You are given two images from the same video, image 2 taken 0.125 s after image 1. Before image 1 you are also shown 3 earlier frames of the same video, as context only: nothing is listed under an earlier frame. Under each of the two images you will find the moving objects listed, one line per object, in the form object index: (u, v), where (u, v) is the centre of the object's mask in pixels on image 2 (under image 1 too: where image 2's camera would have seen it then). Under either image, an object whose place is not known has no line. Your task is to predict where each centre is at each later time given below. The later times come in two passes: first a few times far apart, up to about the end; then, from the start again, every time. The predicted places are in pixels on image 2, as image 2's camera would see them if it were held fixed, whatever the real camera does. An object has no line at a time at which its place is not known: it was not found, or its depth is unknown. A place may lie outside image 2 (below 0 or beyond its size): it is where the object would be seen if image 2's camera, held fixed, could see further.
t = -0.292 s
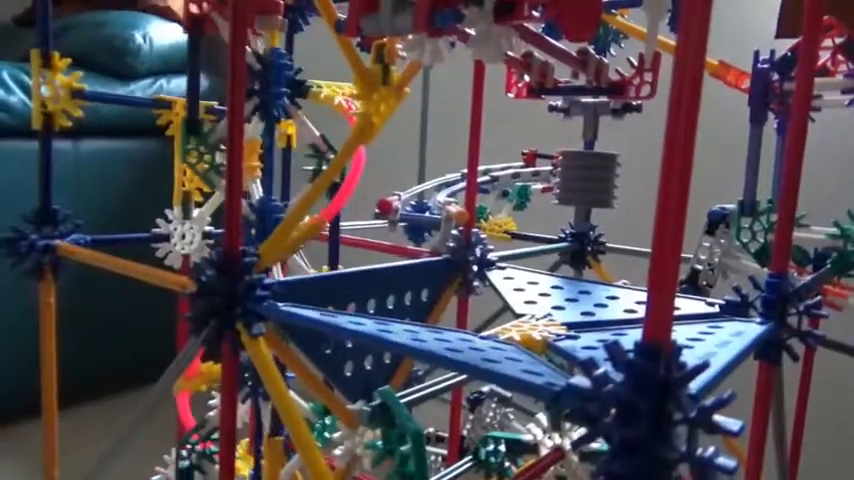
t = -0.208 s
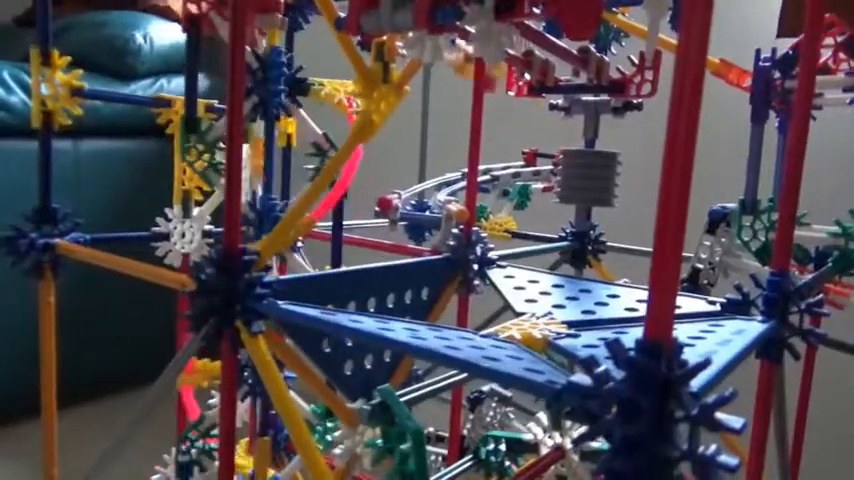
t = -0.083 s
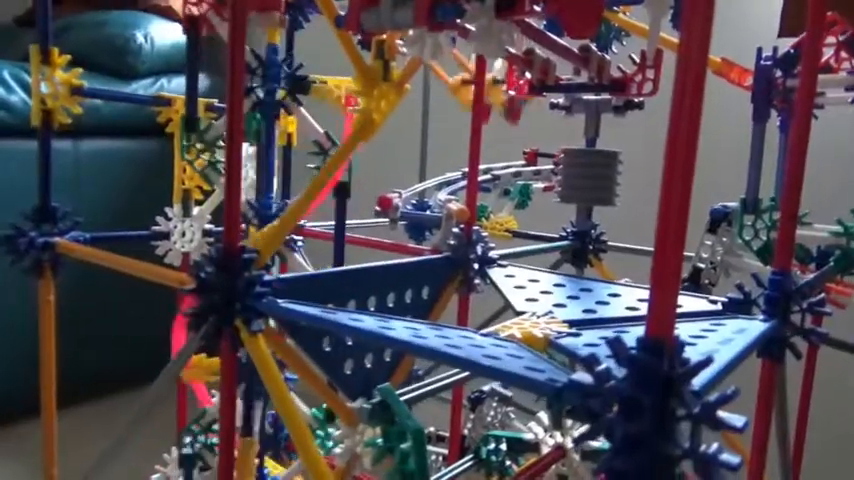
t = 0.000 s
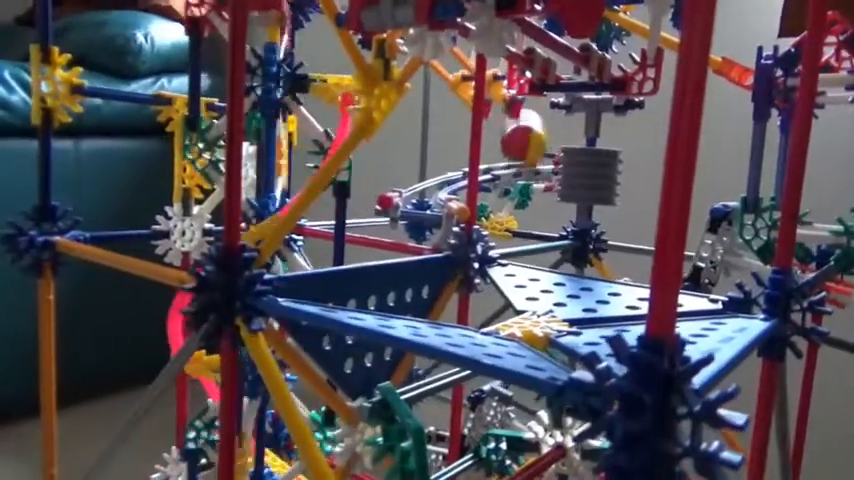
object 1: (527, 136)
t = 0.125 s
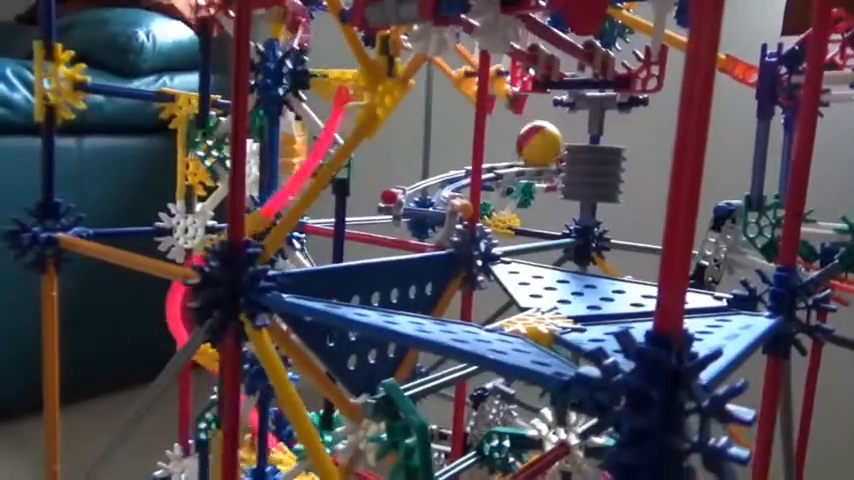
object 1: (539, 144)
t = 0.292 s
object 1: (531, 144)
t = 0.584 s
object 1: (521, 145)
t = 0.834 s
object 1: (503, 145)
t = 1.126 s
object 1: (444, 159)
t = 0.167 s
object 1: (537, 145)
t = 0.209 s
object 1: (535, 144)
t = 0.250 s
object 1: (532, 144)
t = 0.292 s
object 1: (531, 144)
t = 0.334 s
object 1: (530, 144)
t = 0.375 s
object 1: (527, 144)
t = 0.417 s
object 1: (526, 144)
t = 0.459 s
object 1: (526, 144)
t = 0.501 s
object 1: (524, 145)
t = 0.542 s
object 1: (522, 145)
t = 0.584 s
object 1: (521, 145)
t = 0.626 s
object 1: (518, 145)
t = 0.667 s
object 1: (515, 145)
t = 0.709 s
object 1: (512, 145)
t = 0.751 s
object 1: (509, 145)
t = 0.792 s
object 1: (506, 144)
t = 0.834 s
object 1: (503, 145)
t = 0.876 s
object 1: (501, 146)
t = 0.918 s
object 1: (494, 146)
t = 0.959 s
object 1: (484, 145)
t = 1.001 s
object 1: (474, 148)
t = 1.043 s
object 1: (458, 151)
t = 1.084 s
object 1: (452, 155)
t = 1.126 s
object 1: (444, 159)
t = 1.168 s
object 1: (435, 161)
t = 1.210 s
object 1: (426, 164)
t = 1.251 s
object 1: (424, 163)
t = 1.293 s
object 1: (422, 165)
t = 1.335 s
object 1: (423, 164)
